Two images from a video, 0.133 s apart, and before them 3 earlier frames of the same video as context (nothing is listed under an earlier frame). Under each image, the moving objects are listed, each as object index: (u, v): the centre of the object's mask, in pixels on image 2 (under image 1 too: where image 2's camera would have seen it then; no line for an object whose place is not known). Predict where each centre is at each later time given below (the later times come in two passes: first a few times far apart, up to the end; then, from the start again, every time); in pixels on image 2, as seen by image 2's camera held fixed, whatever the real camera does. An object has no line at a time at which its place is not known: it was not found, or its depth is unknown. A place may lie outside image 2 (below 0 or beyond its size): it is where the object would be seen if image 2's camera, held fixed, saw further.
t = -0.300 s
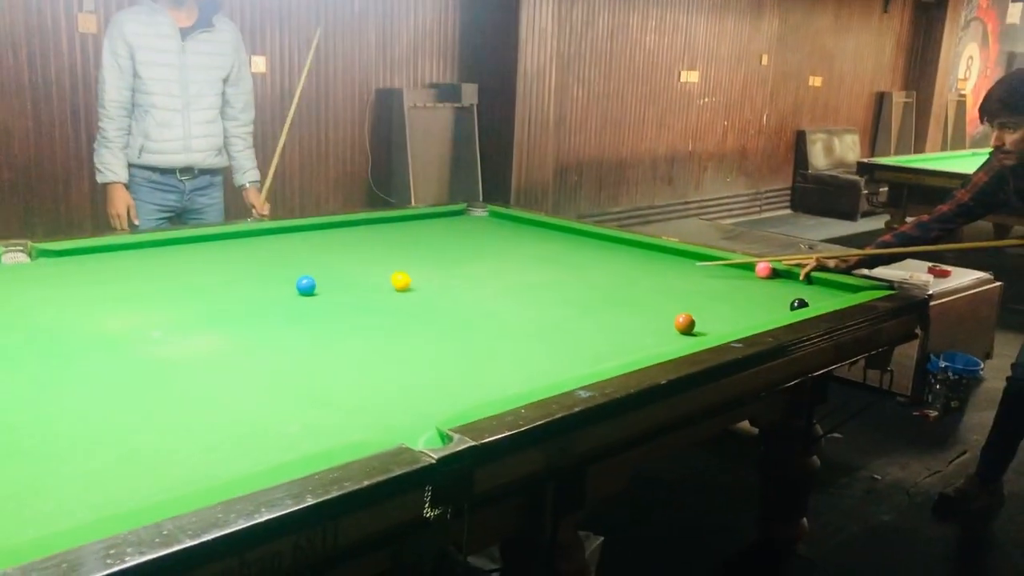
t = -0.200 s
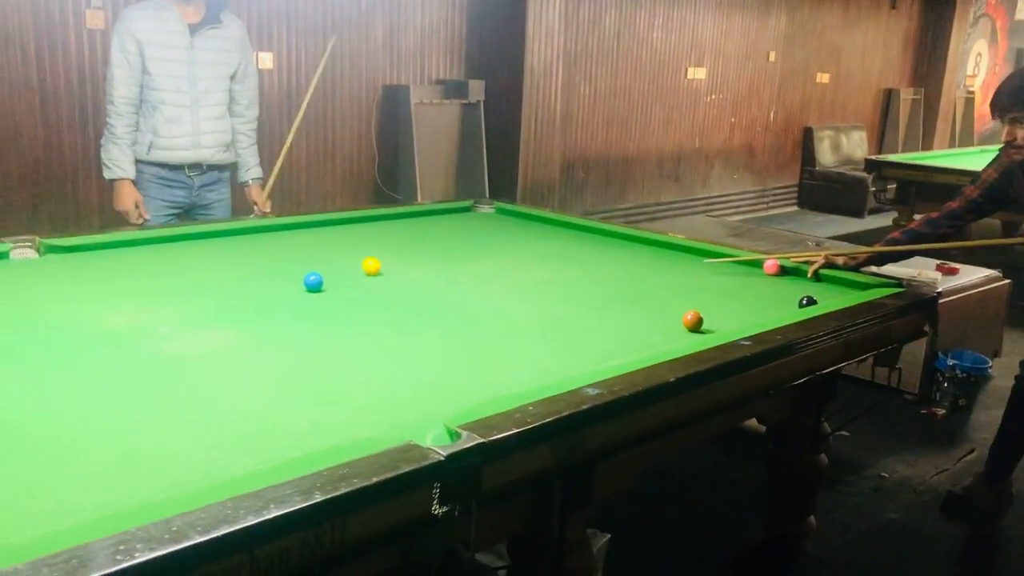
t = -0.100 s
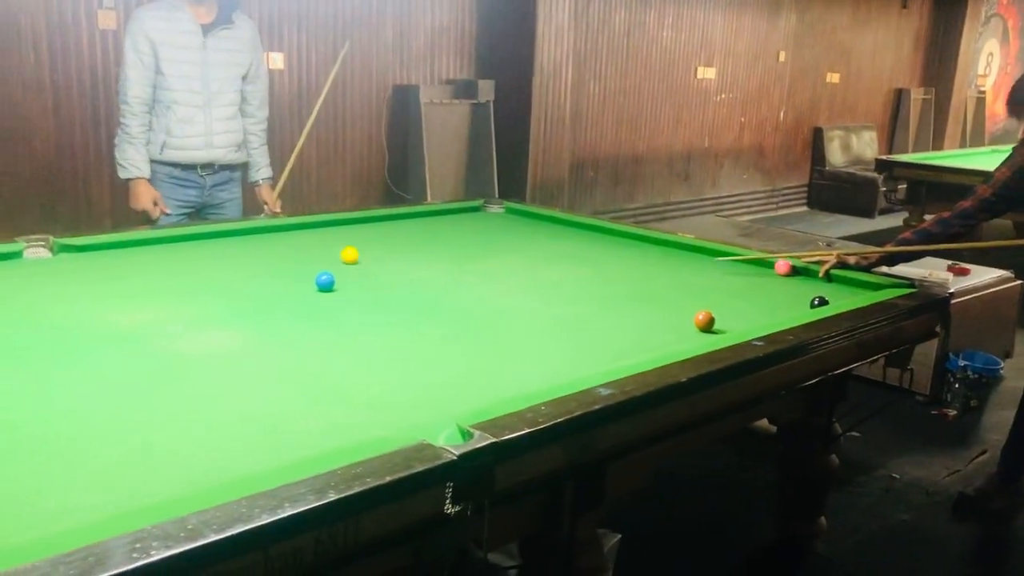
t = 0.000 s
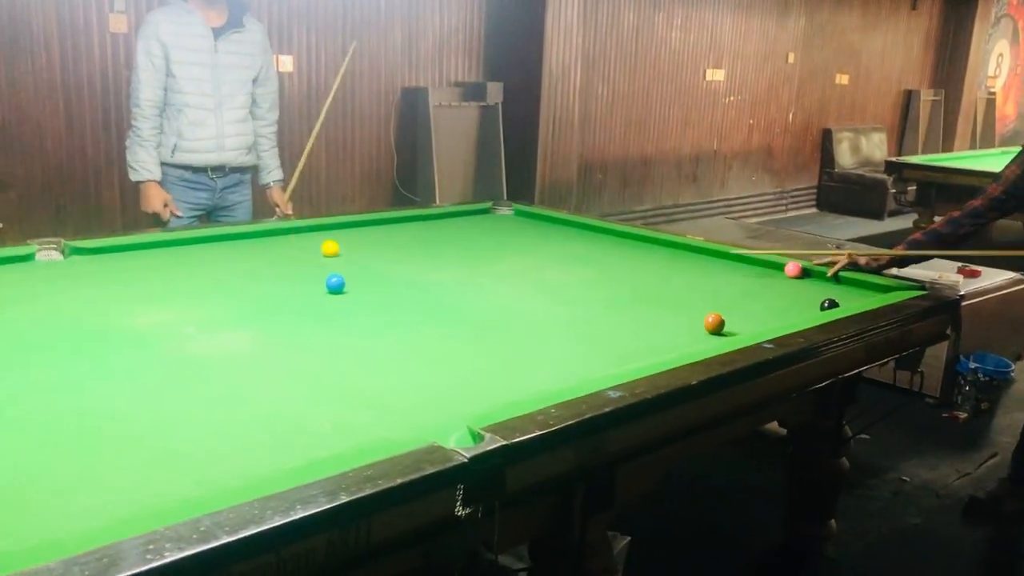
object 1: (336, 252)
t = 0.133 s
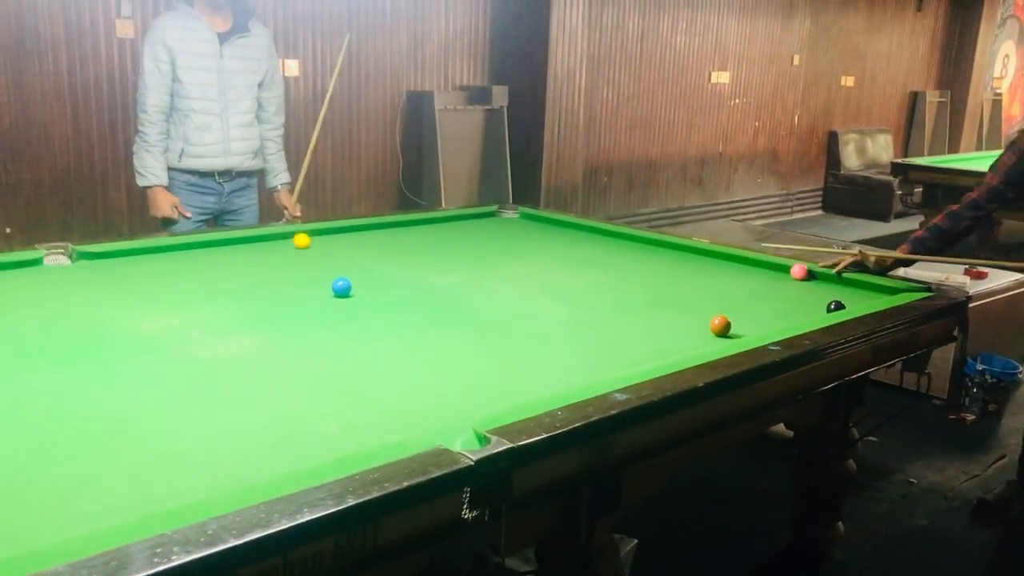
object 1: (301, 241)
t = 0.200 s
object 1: (286, 235)
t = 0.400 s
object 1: (313, 244)
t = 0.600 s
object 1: (344, 254)
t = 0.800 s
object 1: (376, 264)
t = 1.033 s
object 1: (410, 274)
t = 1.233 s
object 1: (437, 284)
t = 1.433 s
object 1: (462, 291)
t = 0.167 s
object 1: (293, 238)
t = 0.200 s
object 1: (286, 235)
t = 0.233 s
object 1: (286, 236)
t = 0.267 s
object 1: (291, 237)
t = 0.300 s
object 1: (297, 239)
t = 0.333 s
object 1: (302, 241)
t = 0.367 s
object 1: (308, 242)
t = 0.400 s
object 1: (313, 244)
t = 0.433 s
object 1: (318, 245)
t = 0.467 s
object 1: (323, 247)
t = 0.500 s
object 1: (329, 249)
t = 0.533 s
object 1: (334, 251)
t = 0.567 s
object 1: (339, 252)
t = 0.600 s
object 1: (344, 254)
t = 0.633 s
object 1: (349, 255)
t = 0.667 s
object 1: (355, 257)
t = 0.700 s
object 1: (360, 258)
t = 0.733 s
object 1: (365, 260)
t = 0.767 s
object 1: (370, 262)
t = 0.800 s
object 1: (376, 264)
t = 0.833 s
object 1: (381, 265)
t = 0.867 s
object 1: (385, 267)
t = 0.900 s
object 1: (391, 268)
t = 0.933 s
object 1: (396, 270)
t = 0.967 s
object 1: (400, 272)
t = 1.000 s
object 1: (405, 273)
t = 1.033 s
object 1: (410, 274)
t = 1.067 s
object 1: (414, 276)
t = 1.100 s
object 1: (419, 277)
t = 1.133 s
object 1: (423, 279)
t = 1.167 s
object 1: (428, 280)
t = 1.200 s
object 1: (432, 282)
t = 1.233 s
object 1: (437, 284)
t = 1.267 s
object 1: (441, 285)
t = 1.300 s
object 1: (445, 286)
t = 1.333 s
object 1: (450, 287)
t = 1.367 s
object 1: (454, 289)
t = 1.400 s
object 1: (458, 290)
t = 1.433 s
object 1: (462, 291)
